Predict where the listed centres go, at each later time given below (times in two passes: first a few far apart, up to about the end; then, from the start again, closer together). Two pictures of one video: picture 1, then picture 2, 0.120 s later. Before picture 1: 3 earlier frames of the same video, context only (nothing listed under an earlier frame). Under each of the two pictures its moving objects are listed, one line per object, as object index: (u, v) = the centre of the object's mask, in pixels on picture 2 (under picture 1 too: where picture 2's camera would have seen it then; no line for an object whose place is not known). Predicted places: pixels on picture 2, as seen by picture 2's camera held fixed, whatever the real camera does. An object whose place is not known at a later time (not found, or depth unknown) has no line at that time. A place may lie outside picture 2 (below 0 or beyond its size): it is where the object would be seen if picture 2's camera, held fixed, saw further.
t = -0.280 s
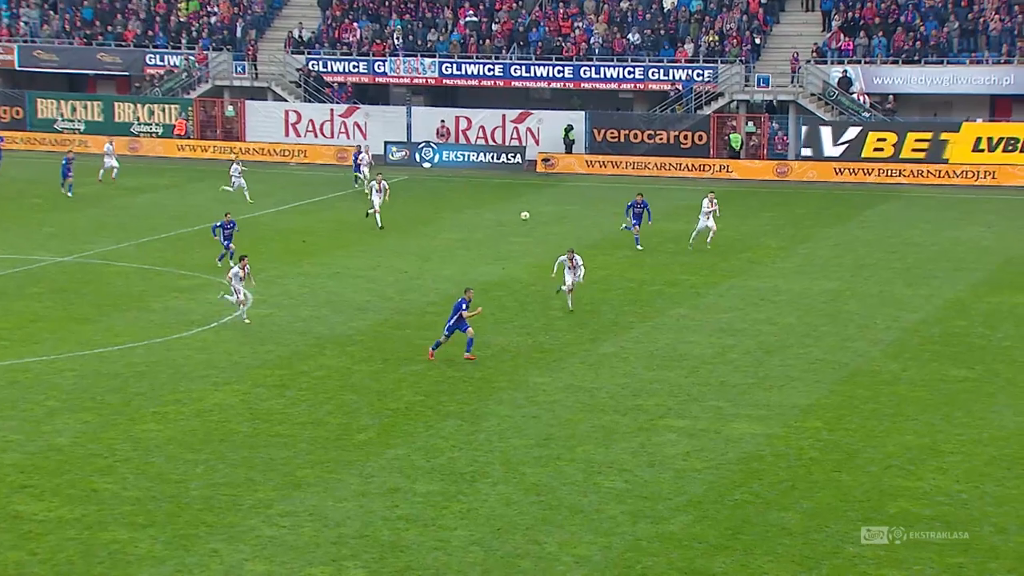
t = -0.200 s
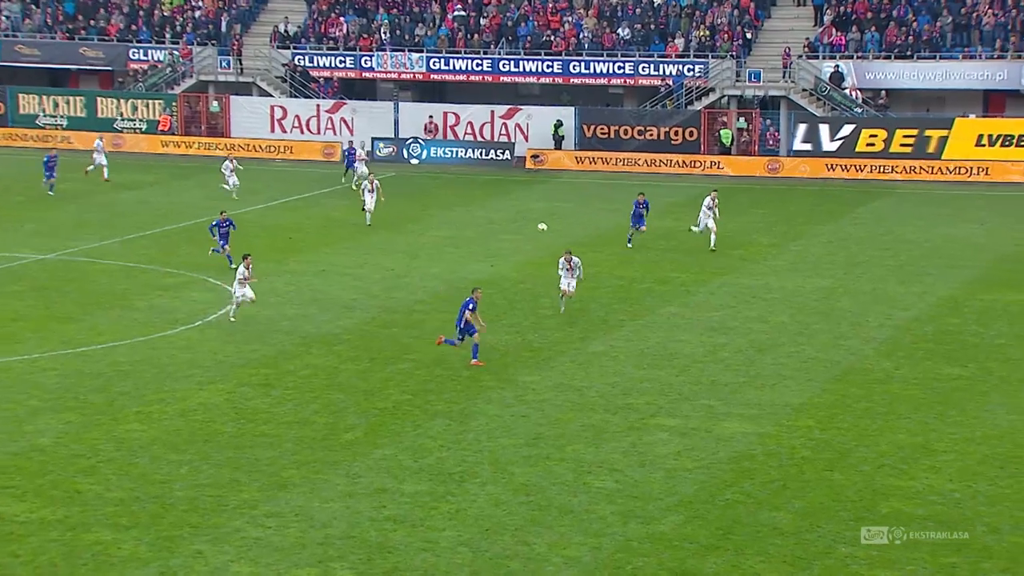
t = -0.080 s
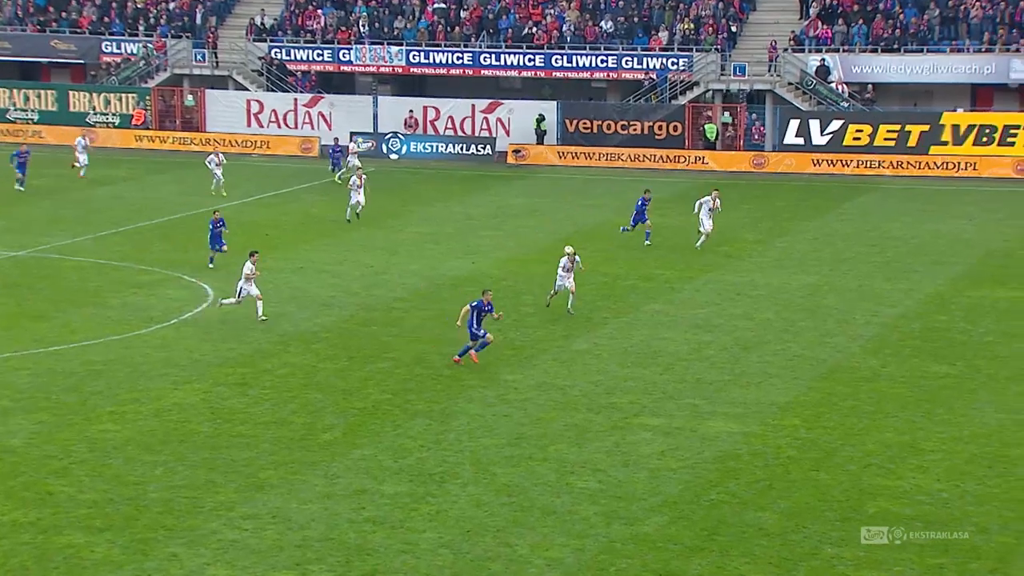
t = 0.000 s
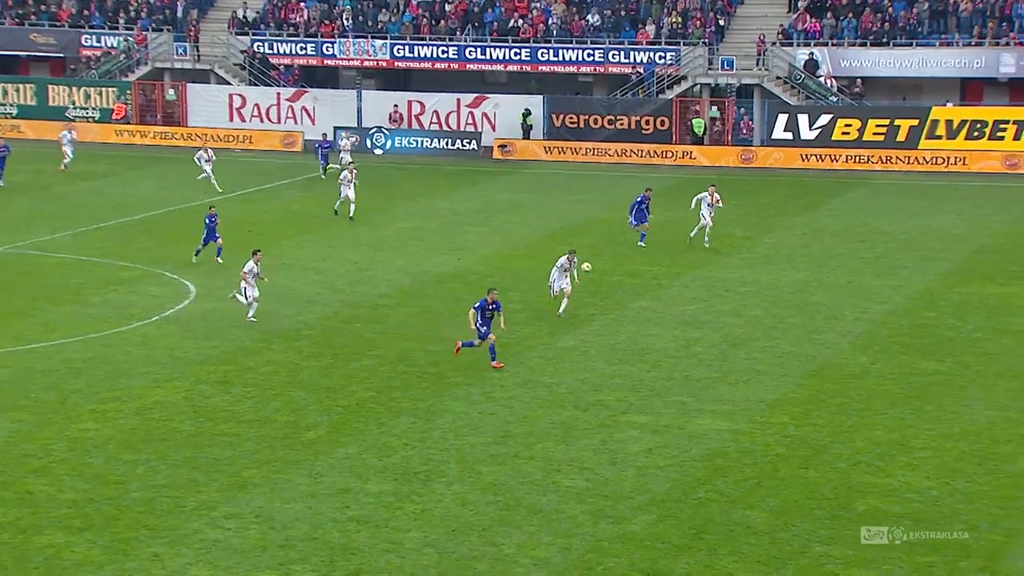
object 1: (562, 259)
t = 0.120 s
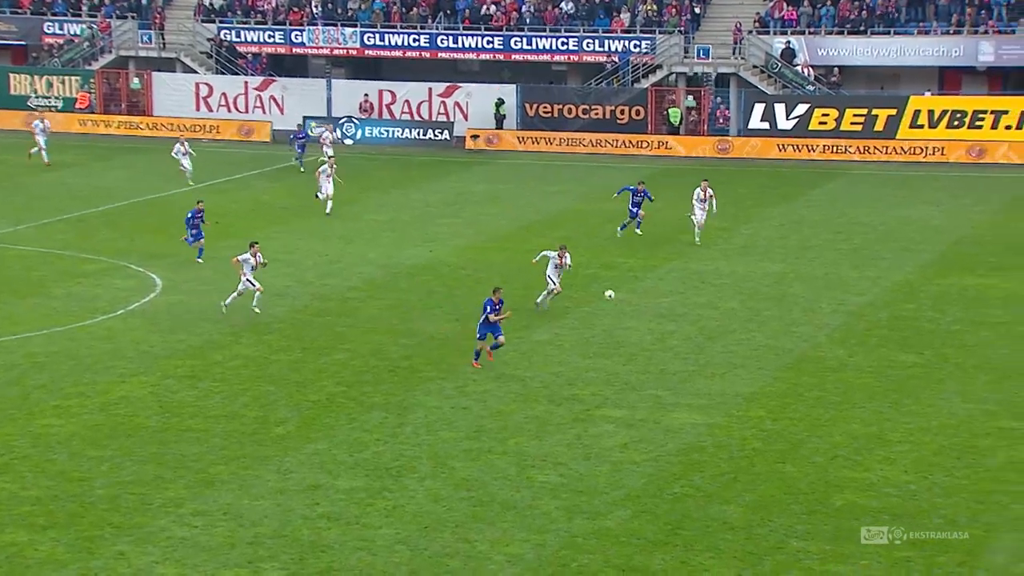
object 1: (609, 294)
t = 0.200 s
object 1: (642, 321)
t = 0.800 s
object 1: (900, 379)
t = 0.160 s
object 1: (625, 308)
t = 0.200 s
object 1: (642, 321)
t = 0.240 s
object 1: (659, 335)
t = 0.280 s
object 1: (677, 351)
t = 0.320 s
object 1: (694, 361)
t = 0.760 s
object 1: (880, 373)
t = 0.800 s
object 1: (900, 379)
